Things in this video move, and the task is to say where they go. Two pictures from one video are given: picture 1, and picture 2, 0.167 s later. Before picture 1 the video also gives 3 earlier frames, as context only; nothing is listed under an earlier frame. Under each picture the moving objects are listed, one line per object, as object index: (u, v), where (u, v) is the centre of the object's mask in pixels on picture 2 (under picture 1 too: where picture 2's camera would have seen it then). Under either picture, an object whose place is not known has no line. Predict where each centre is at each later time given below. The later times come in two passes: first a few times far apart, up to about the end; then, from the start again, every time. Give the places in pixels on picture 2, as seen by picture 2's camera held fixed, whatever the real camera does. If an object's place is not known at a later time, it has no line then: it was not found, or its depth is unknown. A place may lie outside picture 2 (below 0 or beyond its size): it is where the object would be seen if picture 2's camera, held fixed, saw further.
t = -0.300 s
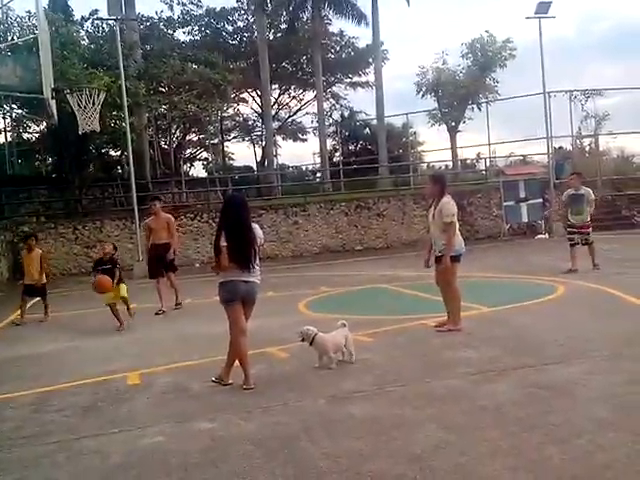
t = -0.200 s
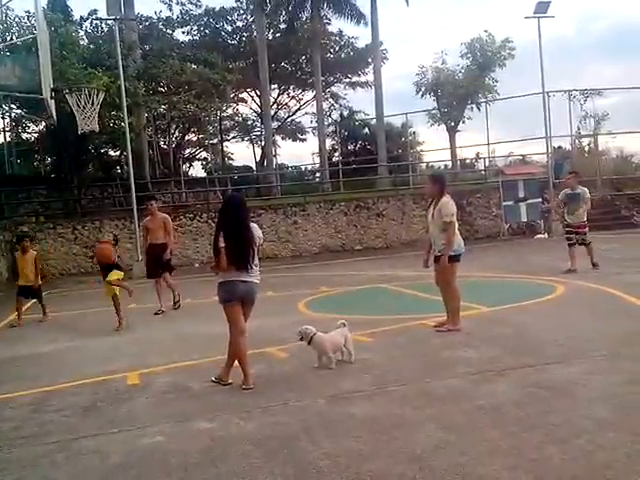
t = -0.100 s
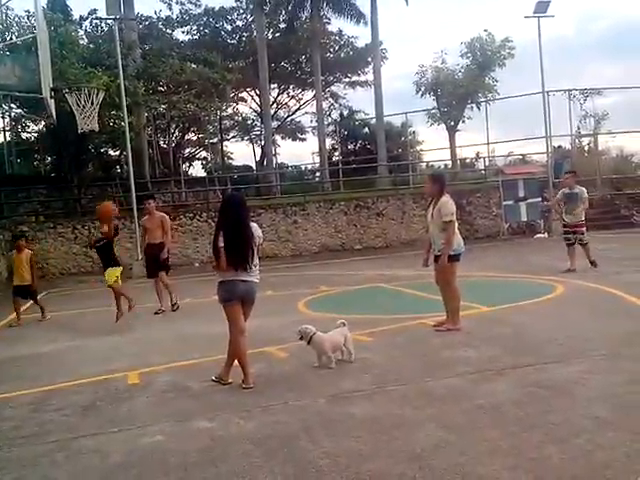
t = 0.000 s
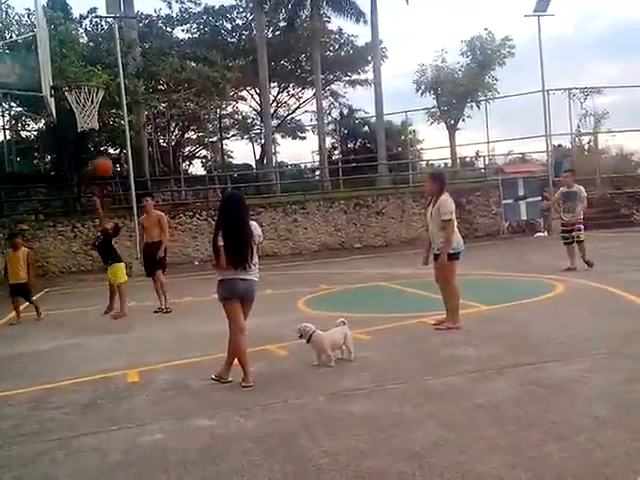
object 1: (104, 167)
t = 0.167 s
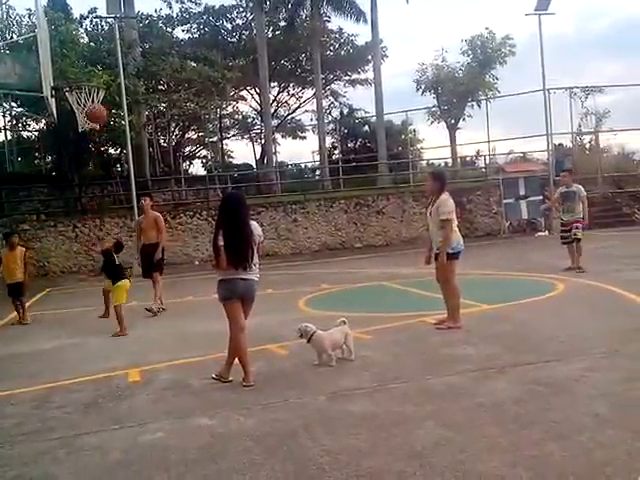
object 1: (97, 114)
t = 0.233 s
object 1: (94, 97)
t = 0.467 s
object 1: (88, 73)
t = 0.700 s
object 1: (89, 89)
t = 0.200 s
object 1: (95, 104)
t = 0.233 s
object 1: (94, 97)
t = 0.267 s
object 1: (93, 91)
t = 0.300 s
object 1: (92, 83)
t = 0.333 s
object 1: (90, 80)
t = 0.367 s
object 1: (90, 77)
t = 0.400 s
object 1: (89, 75)
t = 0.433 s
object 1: (89, 74)
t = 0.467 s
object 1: (88, 73)
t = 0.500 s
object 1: (89, 73)
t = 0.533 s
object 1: (89, 73)
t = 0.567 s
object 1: (88, 74)
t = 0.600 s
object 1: (89, 76)
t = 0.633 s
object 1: (88, 79)
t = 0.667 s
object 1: (88, 83)
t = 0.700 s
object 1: (89, 89)
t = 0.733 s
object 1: (89, 96)
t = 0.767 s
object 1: (90, 103)
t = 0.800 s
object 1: (90, 112)
